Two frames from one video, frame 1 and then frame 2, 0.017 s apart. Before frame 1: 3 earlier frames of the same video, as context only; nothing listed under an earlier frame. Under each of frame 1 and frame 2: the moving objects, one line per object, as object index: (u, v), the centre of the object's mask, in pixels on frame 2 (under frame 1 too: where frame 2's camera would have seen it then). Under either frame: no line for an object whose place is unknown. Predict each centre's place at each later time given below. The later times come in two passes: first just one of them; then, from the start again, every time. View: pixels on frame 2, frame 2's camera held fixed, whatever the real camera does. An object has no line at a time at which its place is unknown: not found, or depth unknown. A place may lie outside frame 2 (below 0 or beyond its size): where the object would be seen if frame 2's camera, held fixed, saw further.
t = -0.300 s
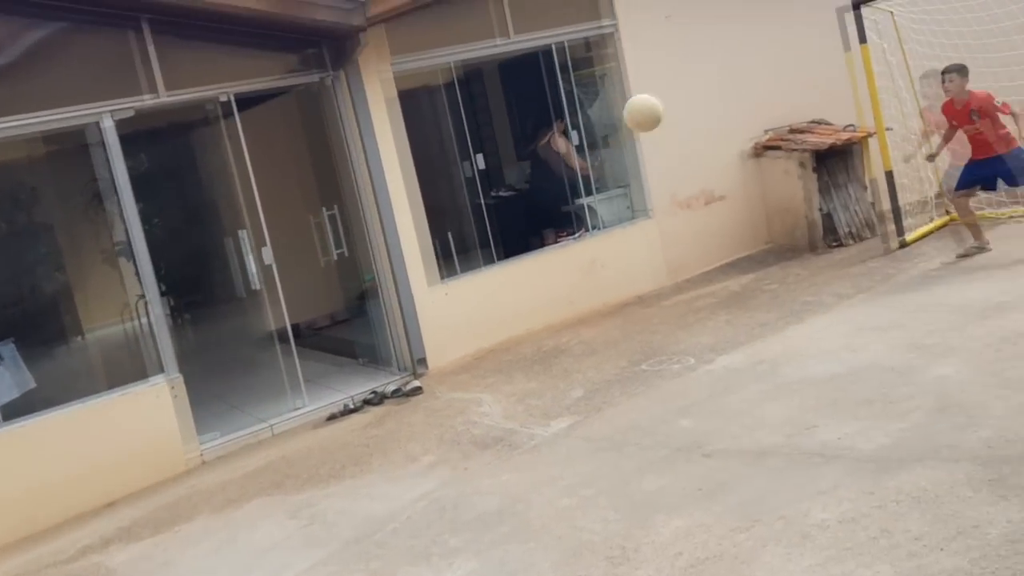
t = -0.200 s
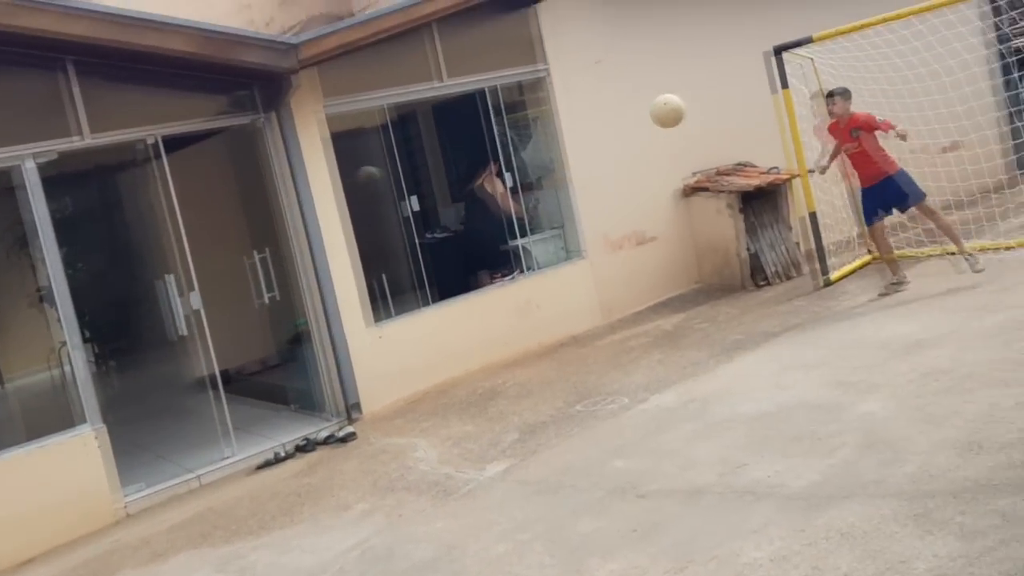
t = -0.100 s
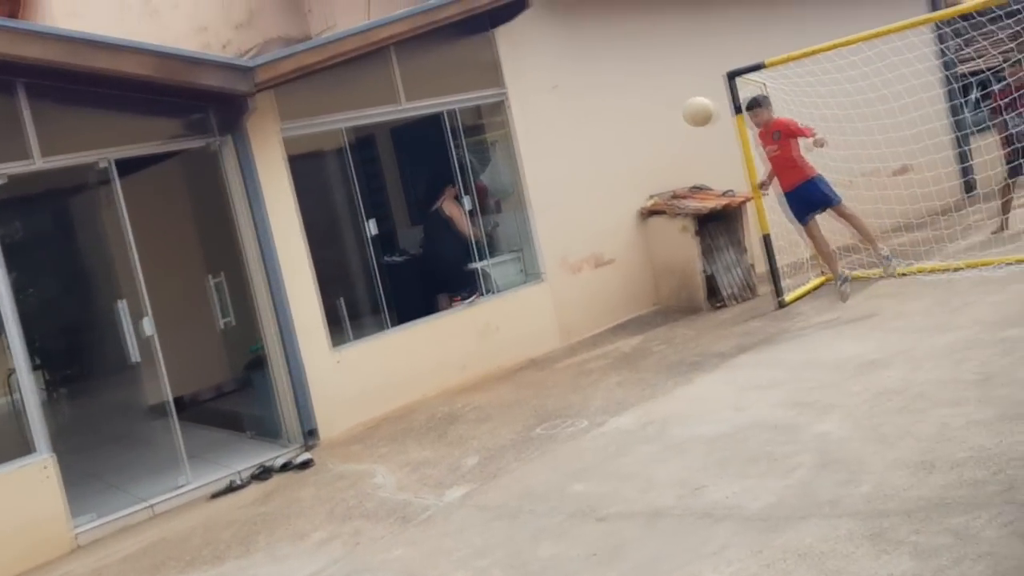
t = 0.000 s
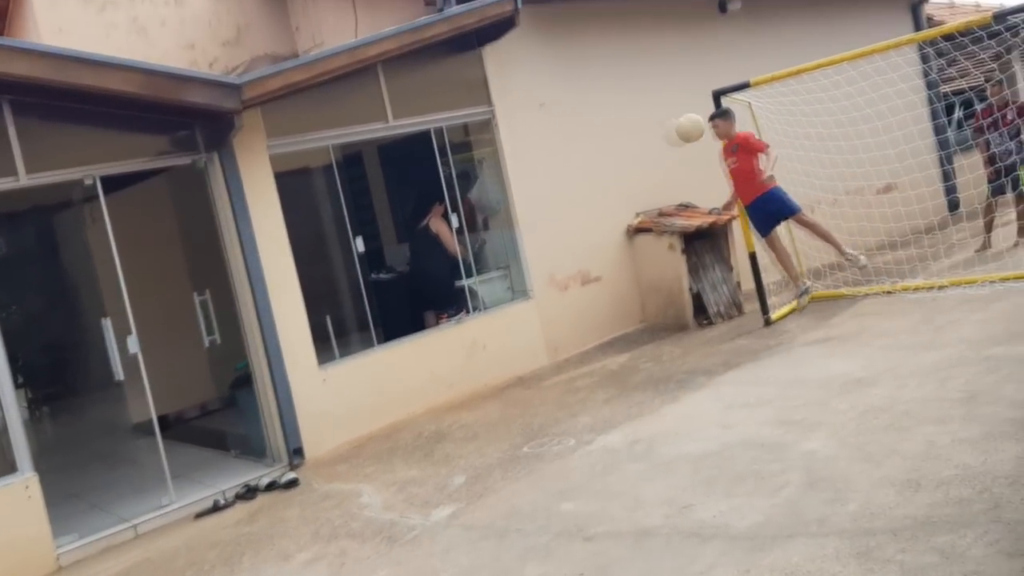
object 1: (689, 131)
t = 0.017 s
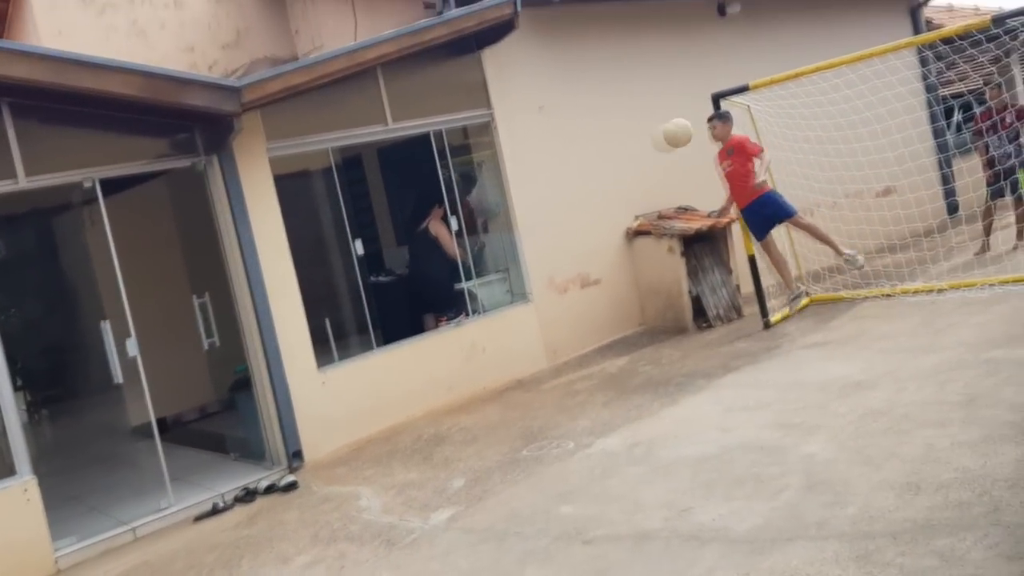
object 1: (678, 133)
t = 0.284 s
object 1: (475, 232)
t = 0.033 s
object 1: (666, 135)
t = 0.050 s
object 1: (654, 138)
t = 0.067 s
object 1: (643, 141)
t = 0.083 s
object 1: (631, 144)
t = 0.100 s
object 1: (619, 149)
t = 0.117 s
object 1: (607, 153)
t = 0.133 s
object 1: (594, 158)
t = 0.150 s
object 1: (582, 164)
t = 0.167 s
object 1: (570, 170)
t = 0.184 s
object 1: (557, 176)
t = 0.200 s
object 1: (544, 184)
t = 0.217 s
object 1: (531, 191)
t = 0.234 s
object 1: (518, 199)
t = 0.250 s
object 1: (505, 209)
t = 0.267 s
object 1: (488, 223)
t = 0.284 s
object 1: (475, 232)
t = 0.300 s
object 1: (462, 243)
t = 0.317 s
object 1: (450, 254)
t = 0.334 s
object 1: (437, 265)
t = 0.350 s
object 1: (423, 276)
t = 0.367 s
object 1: (409, 289)
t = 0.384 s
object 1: (396, 303)
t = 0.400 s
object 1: (382, 317)
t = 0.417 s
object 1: (367, 332)
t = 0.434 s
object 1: (354, 347)
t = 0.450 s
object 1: (340, 364)
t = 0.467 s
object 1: (327, 377)
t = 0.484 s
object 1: (312, 396)
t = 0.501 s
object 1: (296, 419)
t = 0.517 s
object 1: (281, 439)
